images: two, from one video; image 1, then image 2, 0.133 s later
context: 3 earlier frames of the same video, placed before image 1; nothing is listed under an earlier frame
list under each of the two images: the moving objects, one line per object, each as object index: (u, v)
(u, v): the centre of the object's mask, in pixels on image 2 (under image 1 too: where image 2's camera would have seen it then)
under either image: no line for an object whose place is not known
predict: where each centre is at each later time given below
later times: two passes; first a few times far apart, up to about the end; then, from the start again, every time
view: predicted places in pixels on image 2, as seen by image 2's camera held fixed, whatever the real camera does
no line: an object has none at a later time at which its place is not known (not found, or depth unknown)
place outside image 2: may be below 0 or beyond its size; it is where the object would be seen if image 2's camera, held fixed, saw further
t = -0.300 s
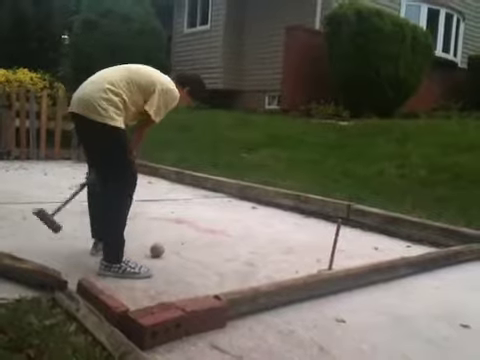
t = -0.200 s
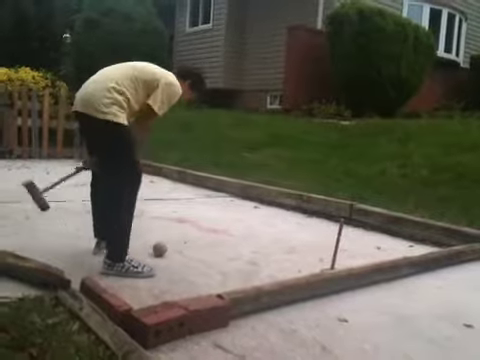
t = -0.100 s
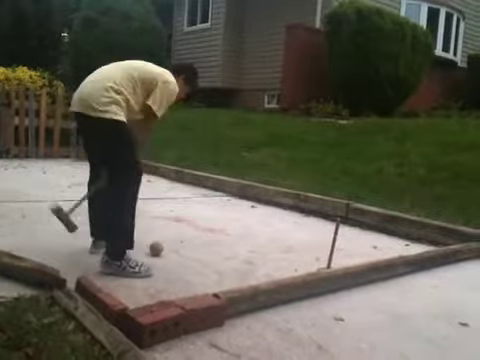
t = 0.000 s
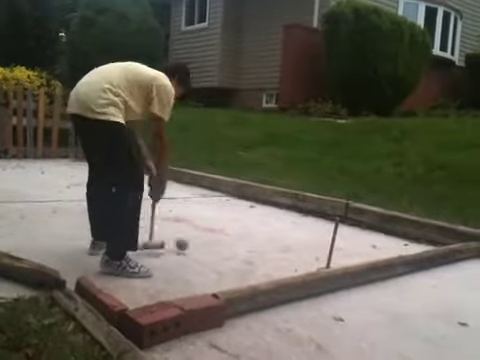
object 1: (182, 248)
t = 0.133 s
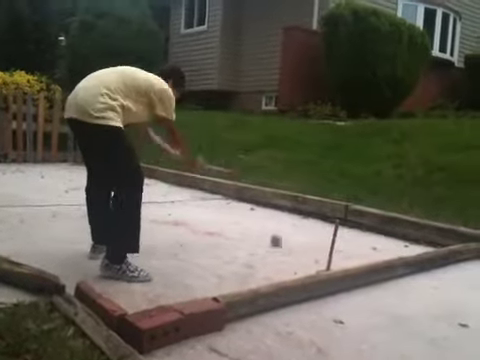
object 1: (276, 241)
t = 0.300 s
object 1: (352, 234)
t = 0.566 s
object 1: (357, 234)
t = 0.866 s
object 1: (332, 243)
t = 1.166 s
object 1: (307, 251)
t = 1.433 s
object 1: (282, 258)
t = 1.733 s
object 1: (252, 268)
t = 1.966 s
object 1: (226, 276)
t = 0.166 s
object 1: (294, 240)
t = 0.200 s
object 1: (310, 238)
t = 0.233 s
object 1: (325, 236)
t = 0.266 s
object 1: (340, 234)
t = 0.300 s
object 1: (352, 234)
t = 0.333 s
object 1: (366, 231)
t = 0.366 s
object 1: (378, 229)
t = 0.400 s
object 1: (378, 229)
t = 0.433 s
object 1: (374, 228)
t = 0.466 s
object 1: (370, 228)
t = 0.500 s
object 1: (365, 231)
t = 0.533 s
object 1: (360, 235)
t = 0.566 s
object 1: (357, 234)
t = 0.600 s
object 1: (354, 235)
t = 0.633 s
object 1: (349, 237)
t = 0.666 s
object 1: (347, 238)
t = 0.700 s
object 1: (345, 239)
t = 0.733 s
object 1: (343, 239)
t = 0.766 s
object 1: (341, 241)
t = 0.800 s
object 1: (339, 242)
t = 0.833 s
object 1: (336, 242)
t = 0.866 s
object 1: (332, 243)
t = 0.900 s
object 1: (328, 243)
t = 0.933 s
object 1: (326, 244)
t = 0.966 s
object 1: (325, 245)
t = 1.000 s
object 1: (322, 246)
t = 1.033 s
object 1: (319, 247)
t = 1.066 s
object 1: (316, 248)
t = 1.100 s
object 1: (313, 250)
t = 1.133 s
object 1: (310, 250)
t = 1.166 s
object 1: (307, 251)
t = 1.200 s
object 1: (304, 252)
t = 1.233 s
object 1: (301, 252)
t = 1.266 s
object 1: (299, 254)
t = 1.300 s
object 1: (295, 256)
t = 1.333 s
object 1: (292, 256)
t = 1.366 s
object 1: (288, 256)
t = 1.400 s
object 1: (285, 257)
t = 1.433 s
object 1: (282, 258)
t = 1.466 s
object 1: (279, 259)
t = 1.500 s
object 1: (276, 260)
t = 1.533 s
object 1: (273, 262)
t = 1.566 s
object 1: (270, 263)
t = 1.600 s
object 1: (266, 263)
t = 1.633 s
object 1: (262, 264)
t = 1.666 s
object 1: (259, 265)
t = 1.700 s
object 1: (255, 266)
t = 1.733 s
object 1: (252, 268)
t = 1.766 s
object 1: (248, 269)
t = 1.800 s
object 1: (245, 270)
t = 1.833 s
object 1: (241, 271)
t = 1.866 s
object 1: (237, 272)
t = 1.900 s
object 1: (233, 274)
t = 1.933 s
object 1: (230, 275)
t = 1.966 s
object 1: (226, 276)
